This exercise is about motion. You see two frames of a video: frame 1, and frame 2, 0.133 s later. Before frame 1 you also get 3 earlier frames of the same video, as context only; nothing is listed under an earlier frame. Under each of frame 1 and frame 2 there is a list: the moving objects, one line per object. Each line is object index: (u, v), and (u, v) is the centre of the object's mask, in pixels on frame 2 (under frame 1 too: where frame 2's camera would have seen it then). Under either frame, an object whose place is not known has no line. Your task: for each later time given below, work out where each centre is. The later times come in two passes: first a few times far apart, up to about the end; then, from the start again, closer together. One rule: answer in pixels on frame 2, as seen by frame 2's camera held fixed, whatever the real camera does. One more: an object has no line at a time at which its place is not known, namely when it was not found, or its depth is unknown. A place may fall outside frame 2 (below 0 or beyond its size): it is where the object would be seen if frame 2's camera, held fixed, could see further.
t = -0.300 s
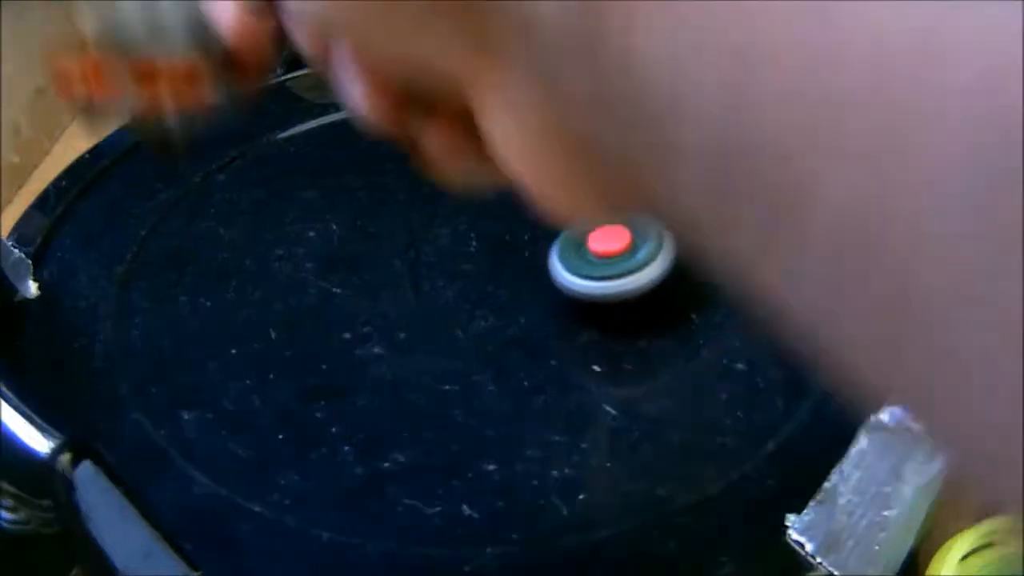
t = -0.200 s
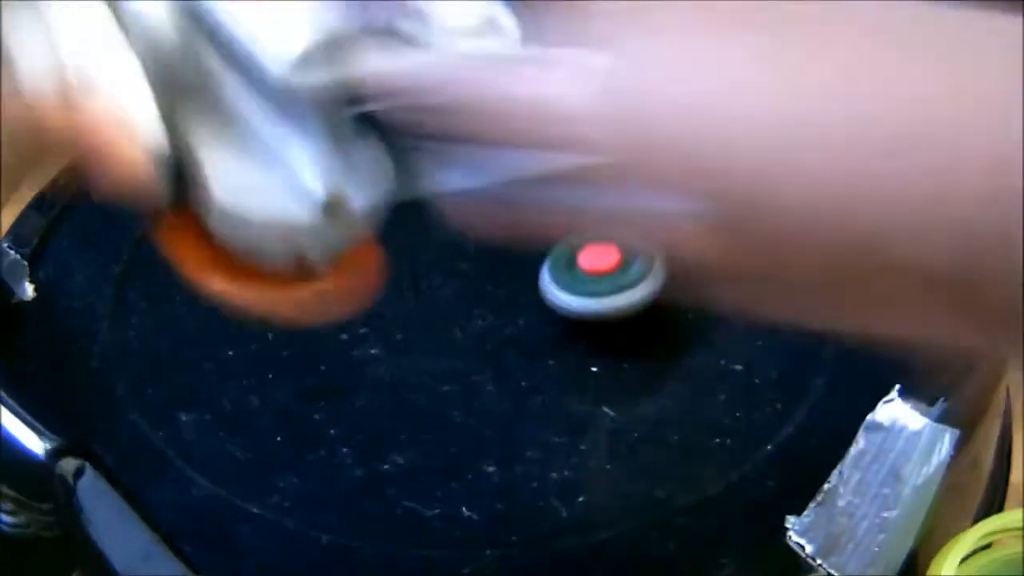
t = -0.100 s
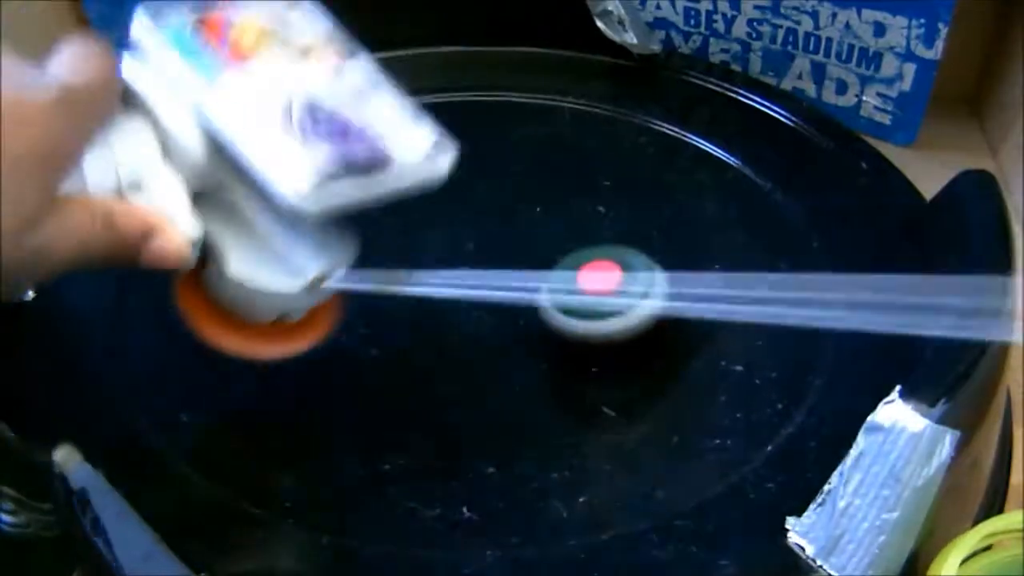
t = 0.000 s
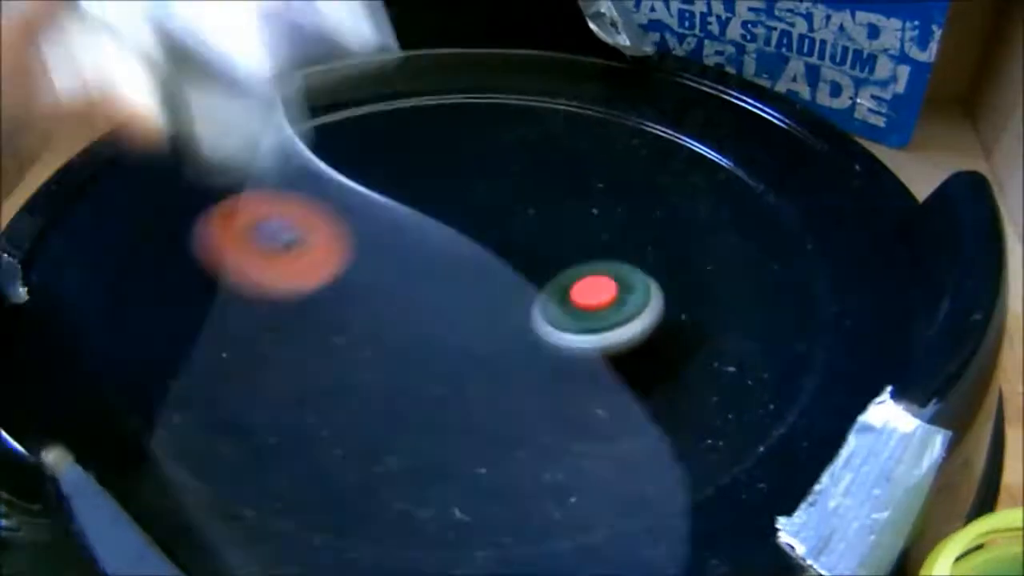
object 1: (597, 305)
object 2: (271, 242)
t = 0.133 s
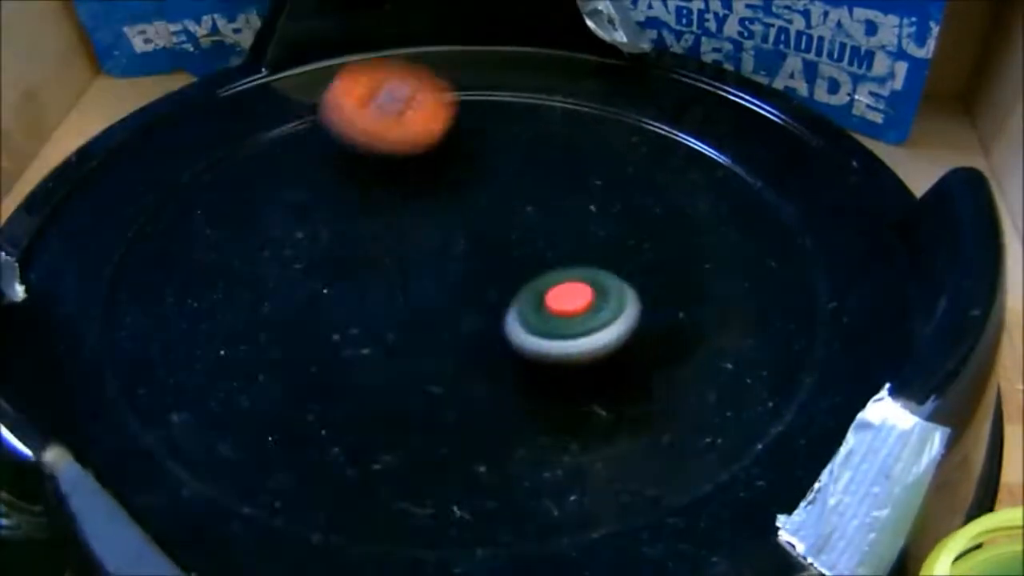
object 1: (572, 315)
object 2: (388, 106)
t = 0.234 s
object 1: (549, 327)
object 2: (445, 42)
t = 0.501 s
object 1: (507, 366)
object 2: (497, 193)
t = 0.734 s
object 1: (531, 379)
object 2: (497, 263)
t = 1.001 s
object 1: (582, 478)
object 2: (428, 50)
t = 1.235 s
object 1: (538, 387)
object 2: (236, 248)
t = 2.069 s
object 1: (325, 297)
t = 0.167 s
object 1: (563, 319)
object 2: (409, 76)
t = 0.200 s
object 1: (556, 321)
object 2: (427, 48)
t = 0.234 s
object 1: (549, 327)
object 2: (445, 42)
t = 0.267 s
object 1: (539, 332)
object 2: (461, 52)
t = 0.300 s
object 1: (532, 338)
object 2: (474, 69)
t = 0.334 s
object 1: (523, 343)
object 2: (485, 85)
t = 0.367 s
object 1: (517, 349)
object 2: (493, 104)
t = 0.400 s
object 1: (512, 354)
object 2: (498, 125)
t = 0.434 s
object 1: (508, 359)
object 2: (501, 149)
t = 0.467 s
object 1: (507, 363)
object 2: (500, 171)
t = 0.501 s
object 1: (507, 366)
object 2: (497, 193)
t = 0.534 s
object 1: (509, 369)
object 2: (493, 214)
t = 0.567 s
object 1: (512, 372)
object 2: (490, 233)
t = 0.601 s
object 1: (516, 373)
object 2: (486, 249)
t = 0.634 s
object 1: (522, 372)
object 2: (485, 261)
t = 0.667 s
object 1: (526, 369)
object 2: (486, 268)
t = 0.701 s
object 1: (528, 364)
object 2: (489, 271)
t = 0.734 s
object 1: (531, 379)
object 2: (497, 263)
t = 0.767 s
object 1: (539, 422)
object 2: (503, 227)
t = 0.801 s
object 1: (547, 457)
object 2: (508, 185)
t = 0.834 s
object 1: (553, 480)
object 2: (509, 145)
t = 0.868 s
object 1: (560, 485)
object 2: (504, 103)
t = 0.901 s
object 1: (568, 487)
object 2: (492, 69)
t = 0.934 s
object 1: (576, 487)
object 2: (474, 41)
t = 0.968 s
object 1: (580, 484)
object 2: (453, 38)
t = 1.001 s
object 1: (582, 478)
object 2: (428, 50)
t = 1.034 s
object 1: (583, 467)
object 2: (399, 55)
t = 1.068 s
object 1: (580, 453)
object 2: (366, 68)
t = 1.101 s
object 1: (574, 439)
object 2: (330, 87)
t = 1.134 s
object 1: (566, 425)
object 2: (295, 117)
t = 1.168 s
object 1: (559, 412)
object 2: (264, 153)
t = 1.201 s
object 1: (549, 398)
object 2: (243, 198)
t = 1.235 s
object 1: (538, 387)
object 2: (236, 248)
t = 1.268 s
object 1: (522, 376)
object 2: (247, 305)
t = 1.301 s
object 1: (505, 366)
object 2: (283, 366)
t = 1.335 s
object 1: (487, 357)
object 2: (339, 416)
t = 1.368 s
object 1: (468, 346)
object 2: (419, 457)
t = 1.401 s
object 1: (444, 342)
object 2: (514, 484)
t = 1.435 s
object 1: (419, 335)
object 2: (614, 476)
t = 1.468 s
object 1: (398, 328)
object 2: (696, 460)
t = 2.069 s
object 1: (325, 297)
